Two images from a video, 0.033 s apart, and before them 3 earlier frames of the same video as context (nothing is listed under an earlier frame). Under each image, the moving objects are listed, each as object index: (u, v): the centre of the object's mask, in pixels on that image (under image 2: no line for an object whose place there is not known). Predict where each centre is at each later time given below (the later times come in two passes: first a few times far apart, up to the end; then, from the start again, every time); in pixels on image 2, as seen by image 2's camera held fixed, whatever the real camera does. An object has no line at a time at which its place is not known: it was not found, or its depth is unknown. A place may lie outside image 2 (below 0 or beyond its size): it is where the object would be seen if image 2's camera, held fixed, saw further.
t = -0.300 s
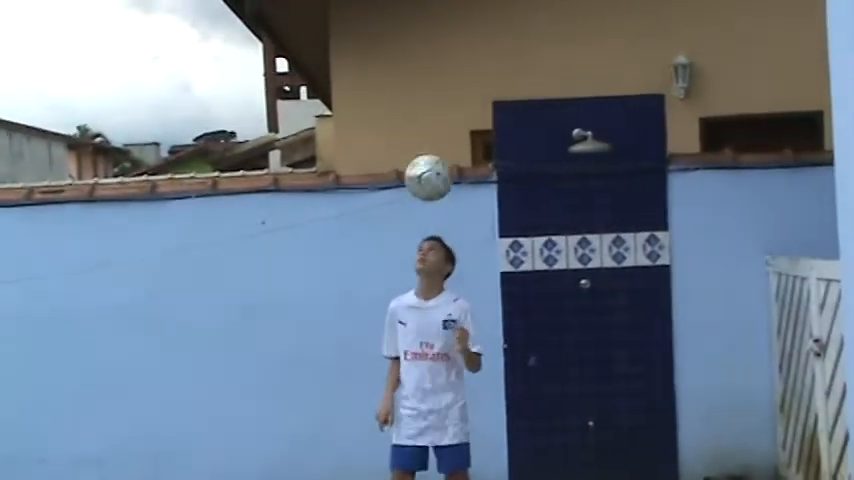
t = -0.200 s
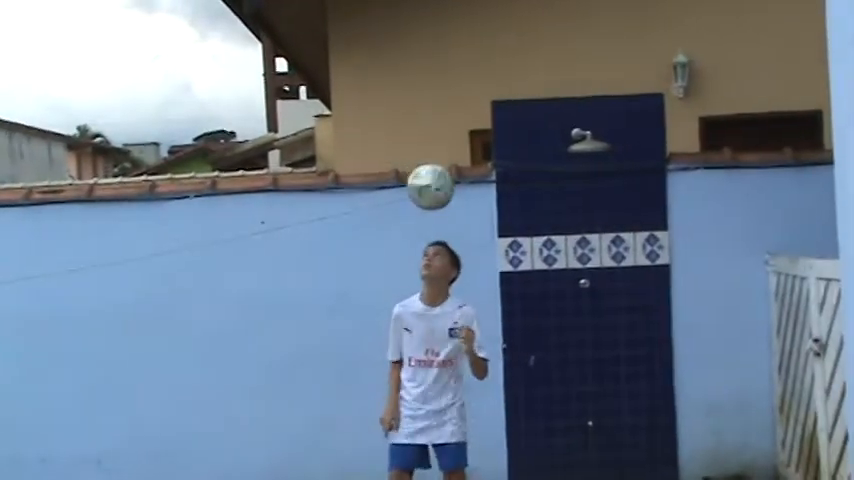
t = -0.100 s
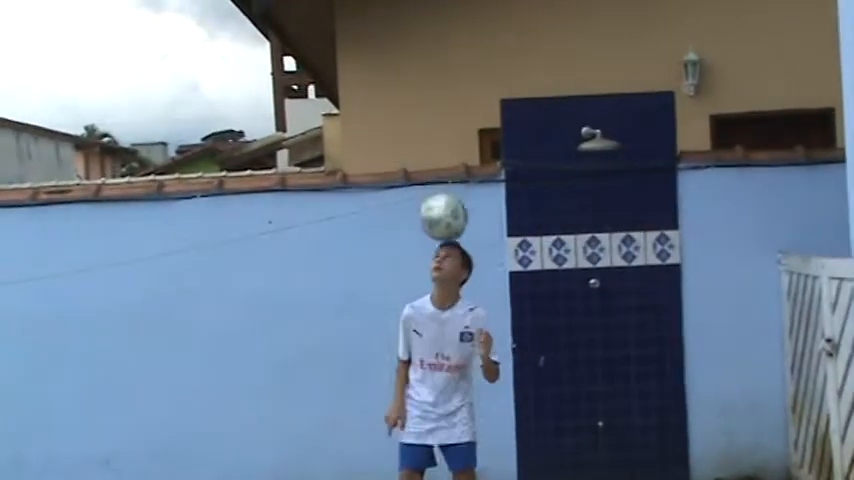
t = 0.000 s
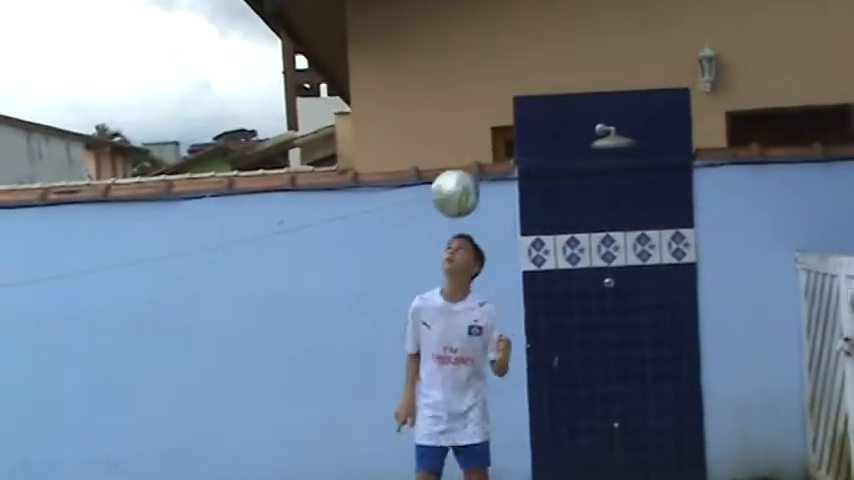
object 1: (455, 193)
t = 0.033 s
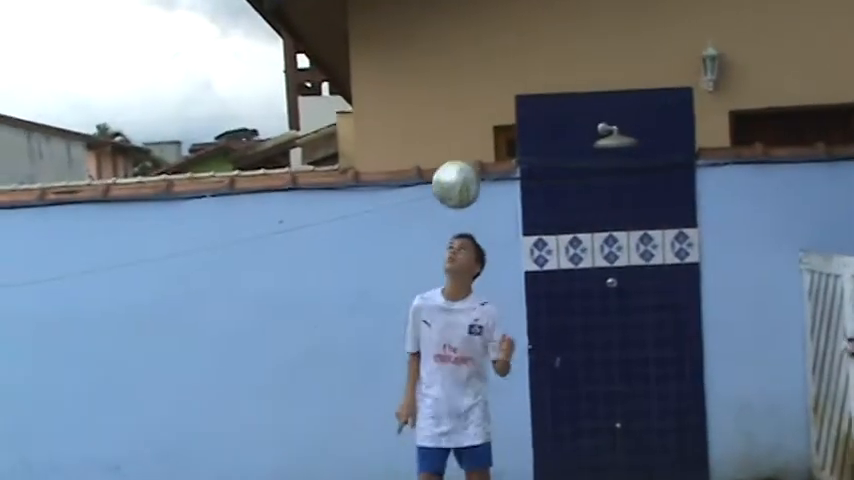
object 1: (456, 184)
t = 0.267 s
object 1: (456, 193)
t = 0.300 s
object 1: (456, 205)
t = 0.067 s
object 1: (456, 178)
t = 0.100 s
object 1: (456, 174)
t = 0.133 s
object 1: (455, 173)
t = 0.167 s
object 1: (455, 175)
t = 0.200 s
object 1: (456, 178)
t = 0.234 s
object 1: (456, 184)
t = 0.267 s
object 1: (456, 193)
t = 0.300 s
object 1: (456, 205)
